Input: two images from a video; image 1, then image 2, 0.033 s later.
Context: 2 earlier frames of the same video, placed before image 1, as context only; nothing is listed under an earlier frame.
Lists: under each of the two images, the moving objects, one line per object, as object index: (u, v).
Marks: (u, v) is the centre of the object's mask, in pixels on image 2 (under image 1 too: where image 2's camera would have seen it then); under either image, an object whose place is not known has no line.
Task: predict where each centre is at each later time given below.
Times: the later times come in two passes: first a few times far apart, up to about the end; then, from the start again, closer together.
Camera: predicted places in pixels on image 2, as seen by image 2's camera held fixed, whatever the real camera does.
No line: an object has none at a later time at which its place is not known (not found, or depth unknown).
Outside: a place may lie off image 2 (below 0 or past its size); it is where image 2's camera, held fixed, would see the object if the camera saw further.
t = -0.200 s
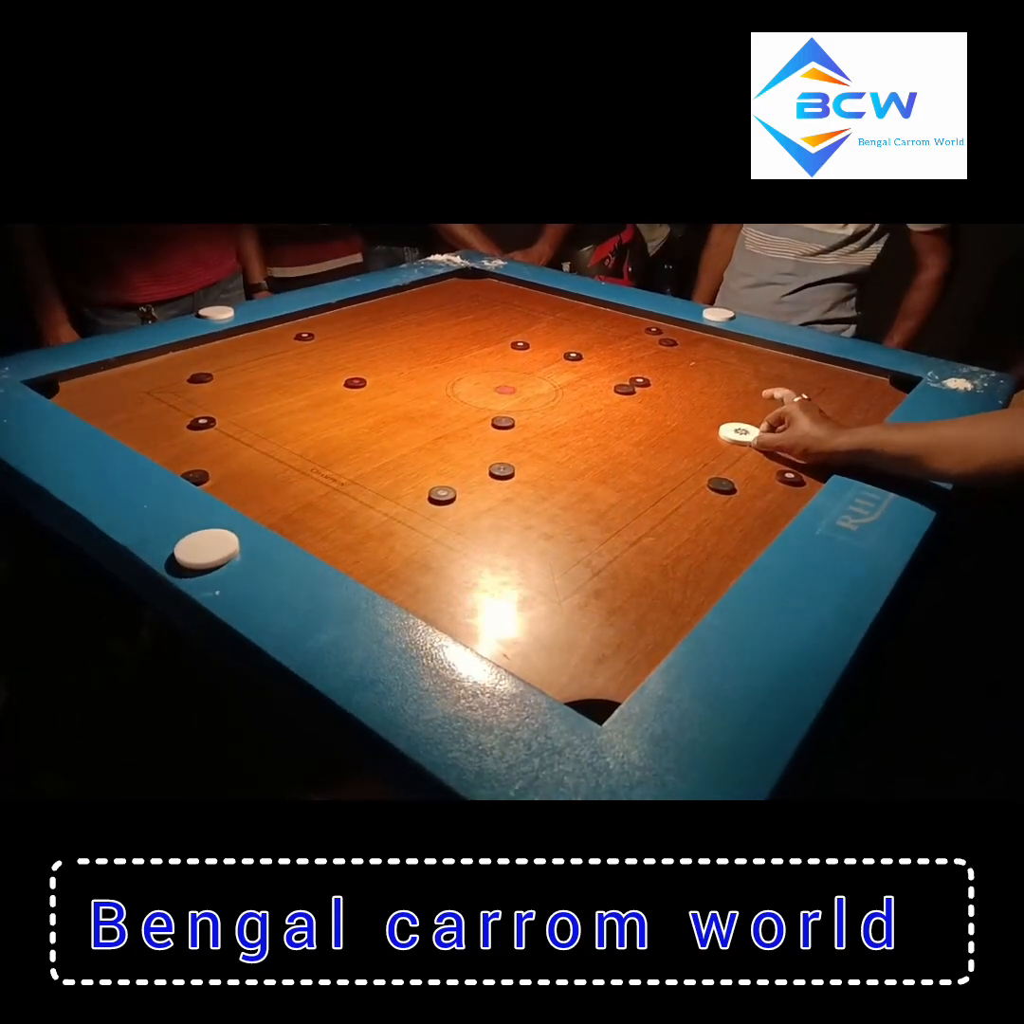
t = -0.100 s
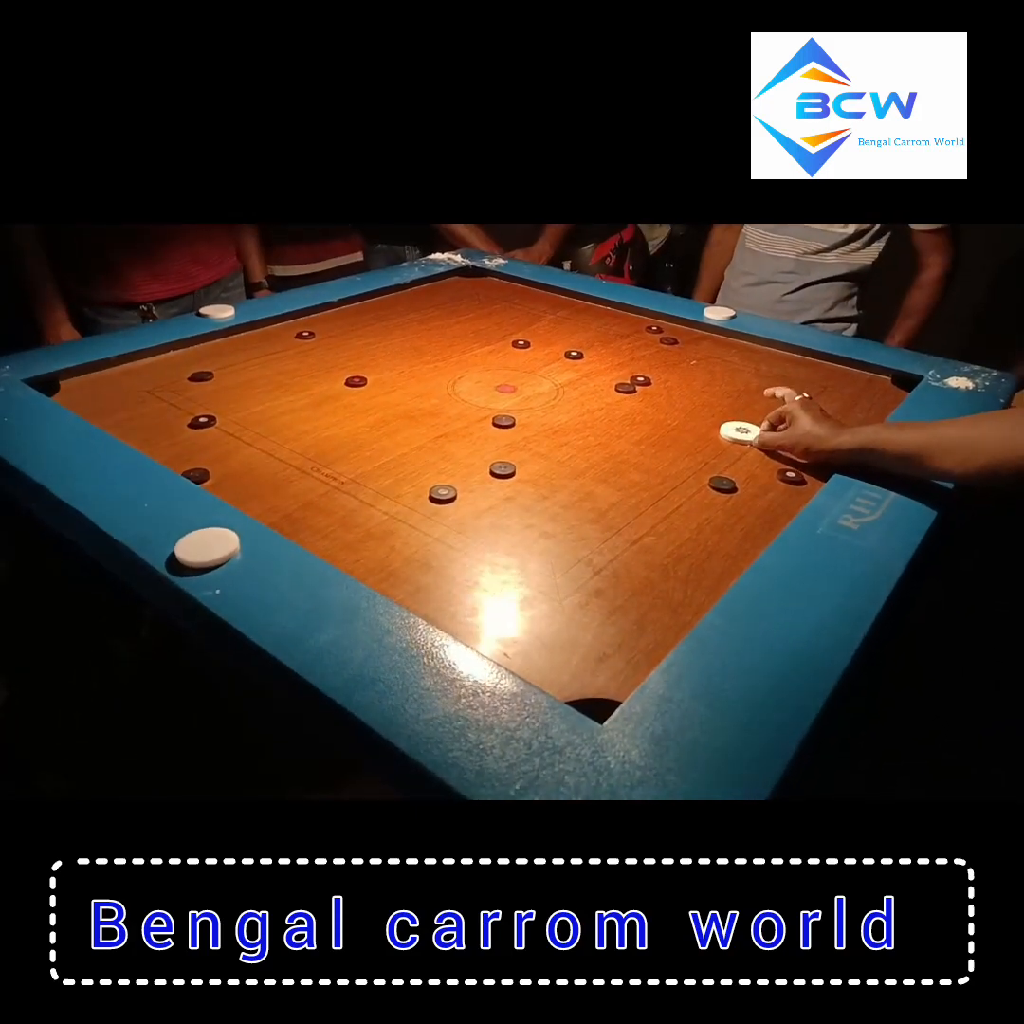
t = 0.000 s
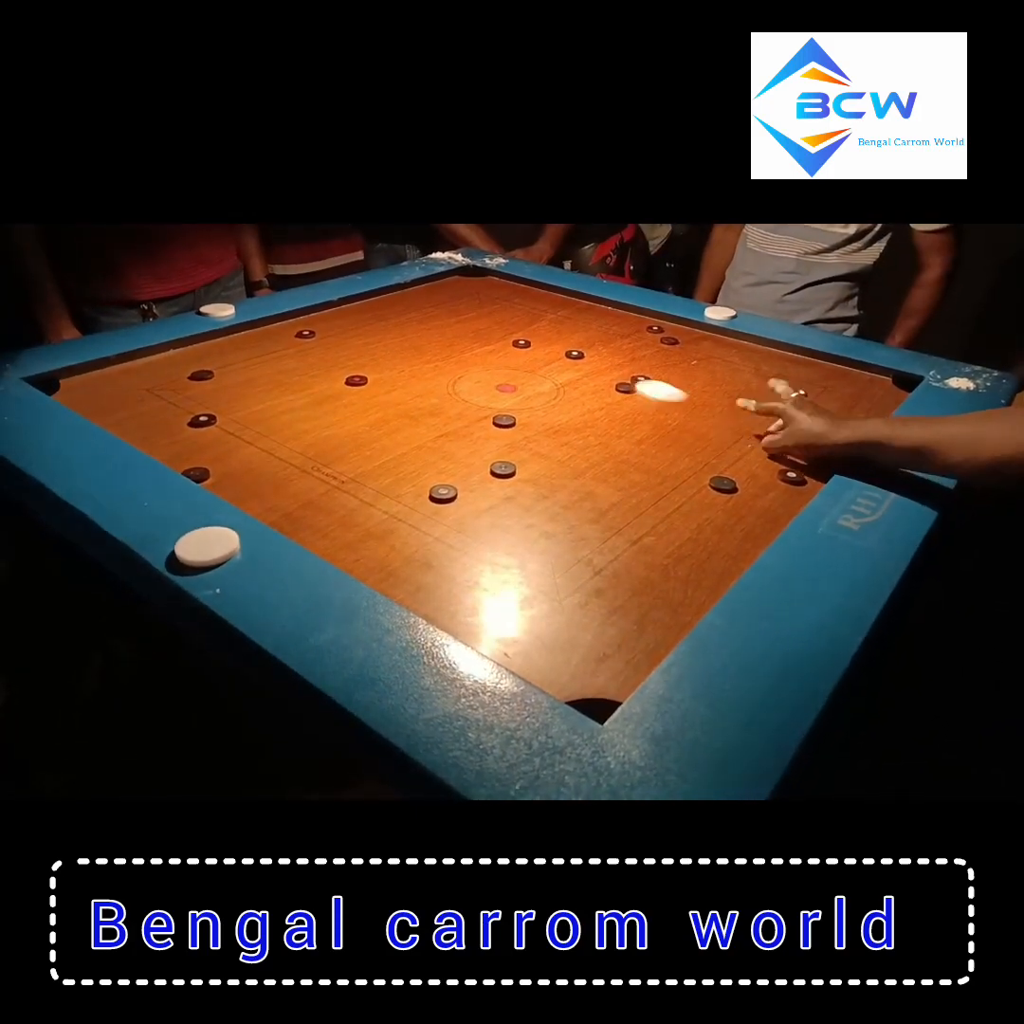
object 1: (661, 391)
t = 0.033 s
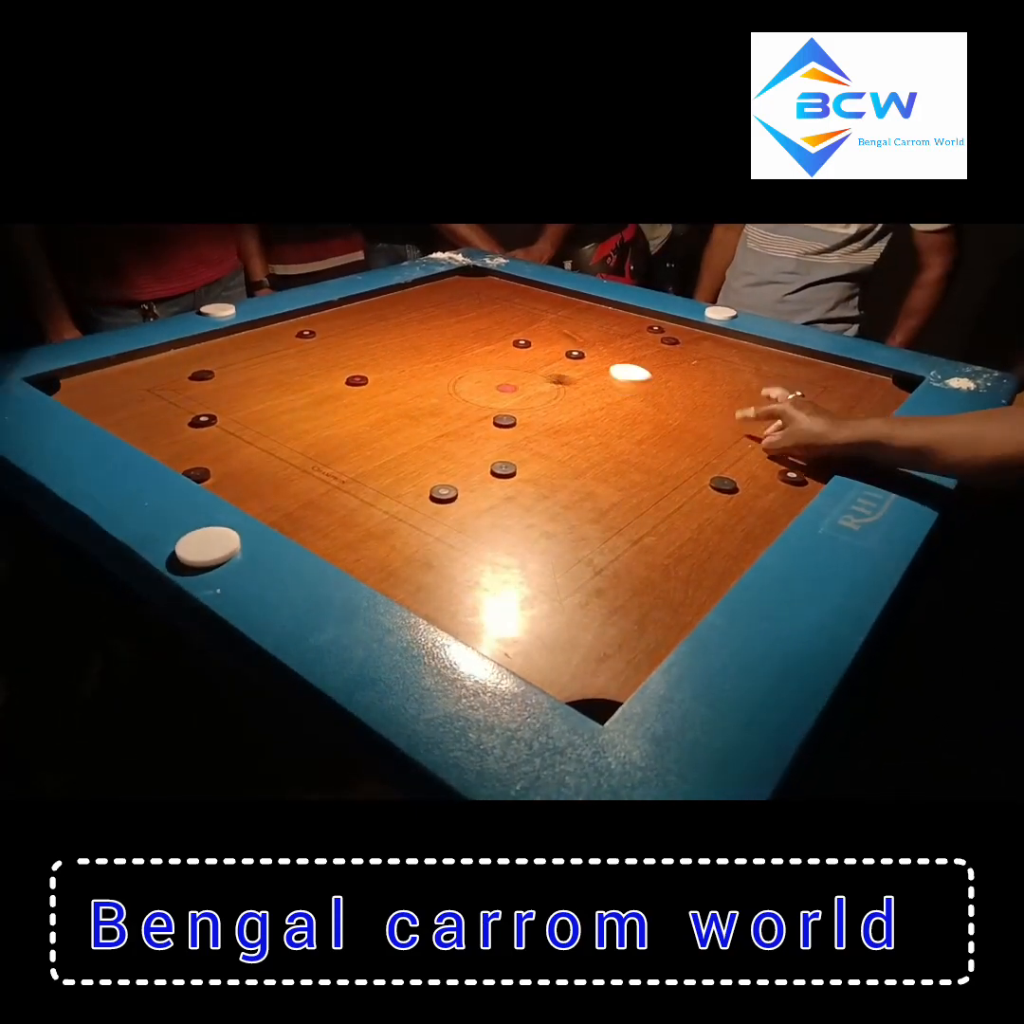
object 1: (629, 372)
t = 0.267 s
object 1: (536, 293)
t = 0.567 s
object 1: (483, 322)
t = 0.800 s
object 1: (502, 359)
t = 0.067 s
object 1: (604, 357)
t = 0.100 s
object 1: (589, 344)
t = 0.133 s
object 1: (575, 332)
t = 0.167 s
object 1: (564, 322)
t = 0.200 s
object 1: (554, 311)
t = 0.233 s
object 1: (544, 302)
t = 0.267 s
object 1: (536, 293)
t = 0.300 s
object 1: (512, 291)
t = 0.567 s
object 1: (483, 322)
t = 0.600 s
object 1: (489, 328)
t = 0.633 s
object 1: (494, 334)
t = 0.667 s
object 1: (497, 340)
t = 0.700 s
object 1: (499, 345)
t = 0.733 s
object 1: (500, 350)
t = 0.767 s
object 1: (501, 355)
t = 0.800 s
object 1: (502, 359)
